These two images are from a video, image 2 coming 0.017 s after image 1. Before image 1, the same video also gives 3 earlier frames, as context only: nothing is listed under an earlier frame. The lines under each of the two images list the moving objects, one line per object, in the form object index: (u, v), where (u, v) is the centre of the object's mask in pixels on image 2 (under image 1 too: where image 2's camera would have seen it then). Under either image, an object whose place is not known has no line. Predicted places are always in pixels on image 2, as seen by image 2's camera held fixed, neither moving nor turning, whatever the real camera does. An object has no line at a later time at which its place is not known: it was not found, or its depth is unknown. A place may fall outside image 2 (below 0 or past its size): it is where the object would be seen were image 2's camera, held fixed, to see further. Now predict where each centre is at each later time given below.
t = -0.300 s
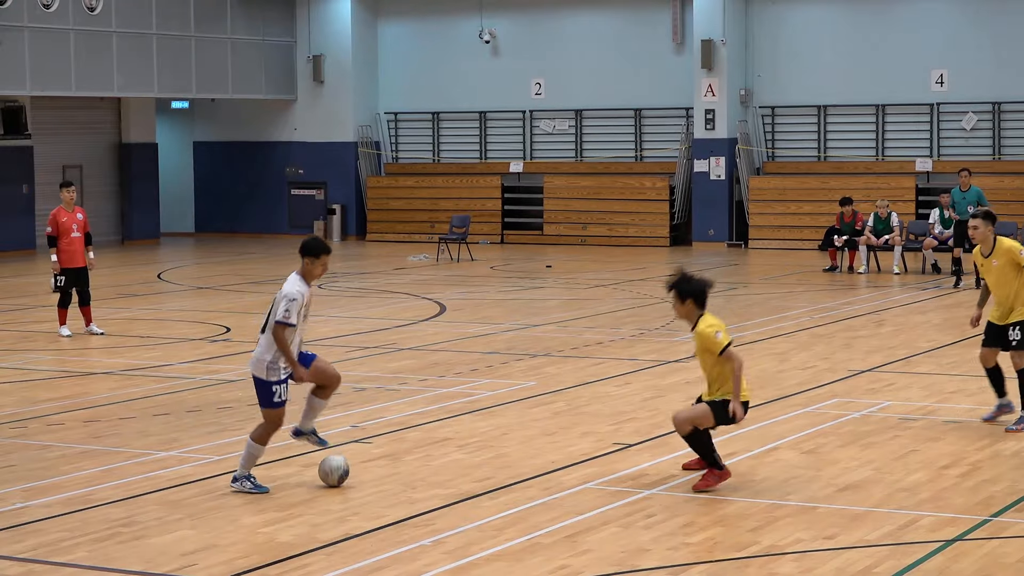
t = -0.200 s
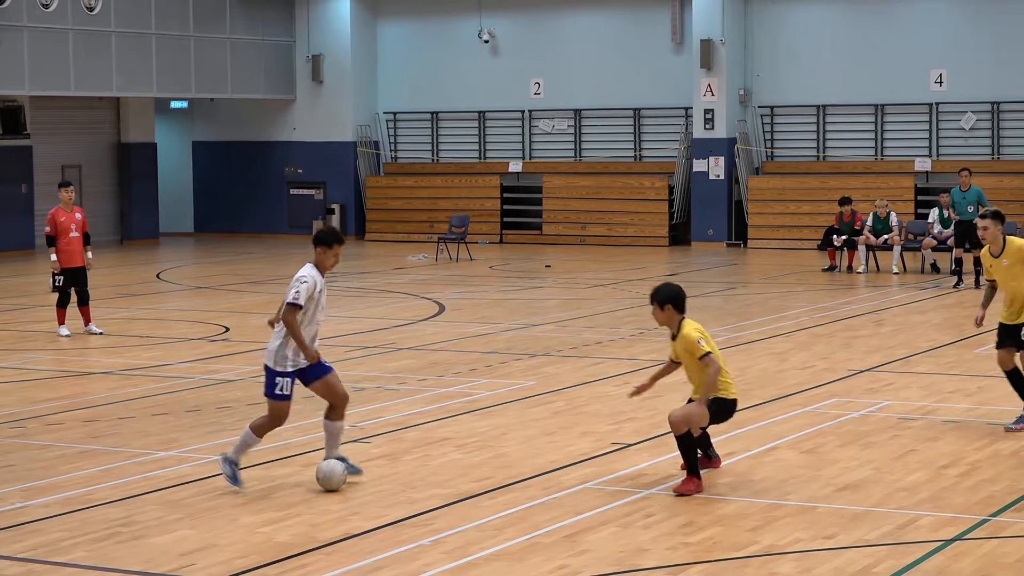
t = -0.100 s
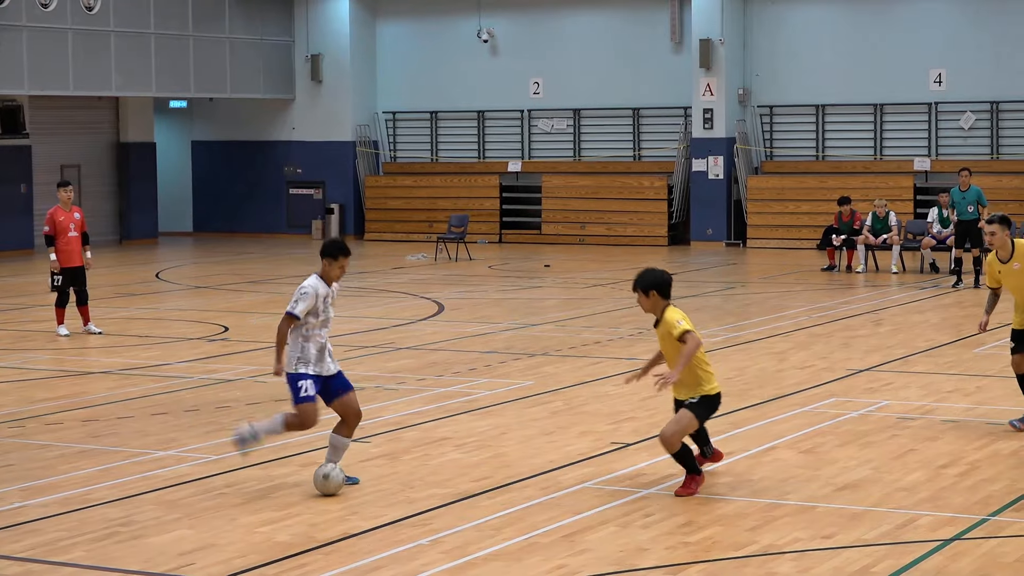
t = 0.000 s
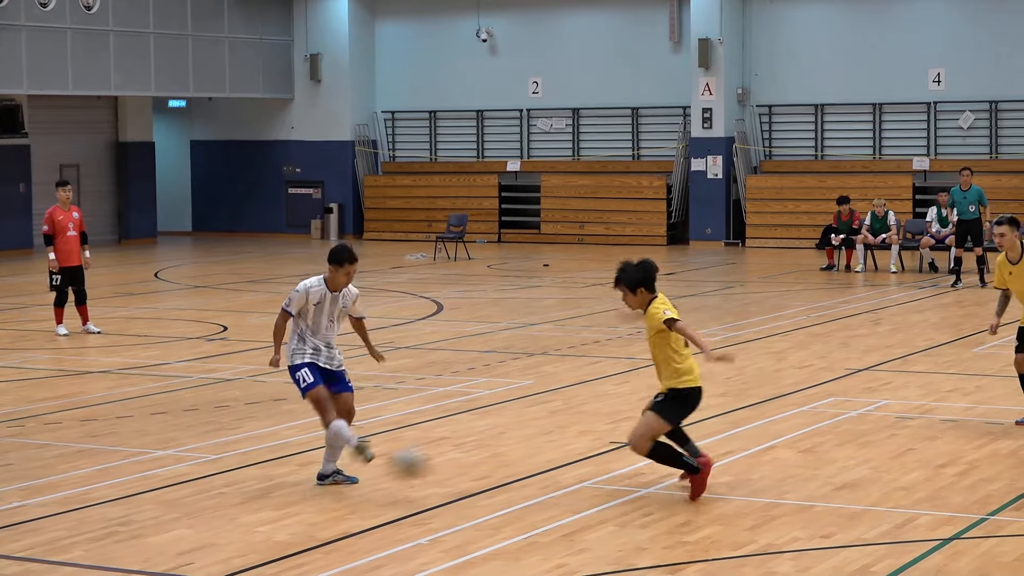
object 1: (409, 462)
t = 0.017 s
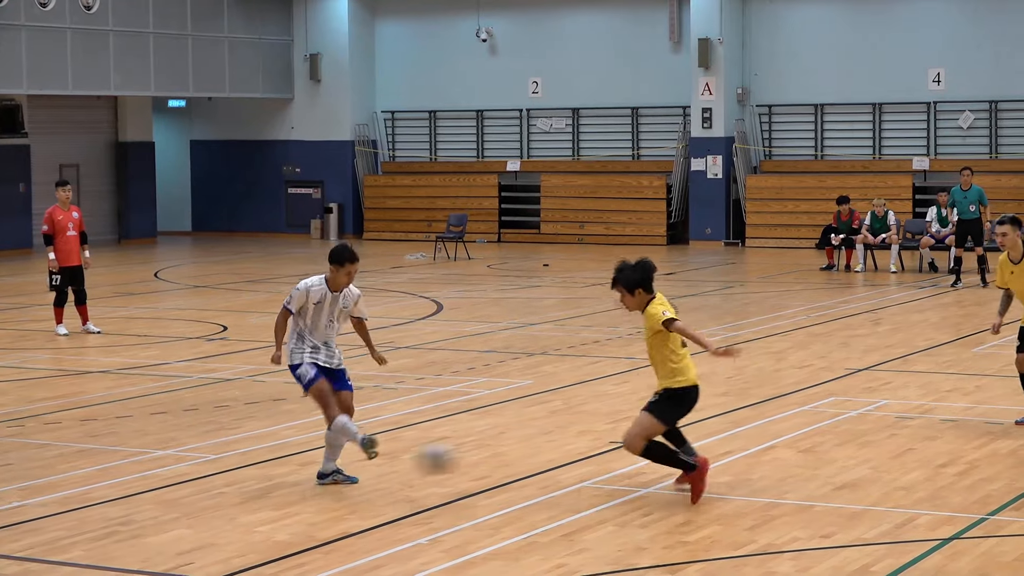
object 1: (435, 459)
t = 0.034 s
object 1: (464, 455)
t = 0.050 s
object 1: (494, 450)
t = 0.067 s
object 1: (524, 445)
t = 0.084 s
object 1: (553, 441)
